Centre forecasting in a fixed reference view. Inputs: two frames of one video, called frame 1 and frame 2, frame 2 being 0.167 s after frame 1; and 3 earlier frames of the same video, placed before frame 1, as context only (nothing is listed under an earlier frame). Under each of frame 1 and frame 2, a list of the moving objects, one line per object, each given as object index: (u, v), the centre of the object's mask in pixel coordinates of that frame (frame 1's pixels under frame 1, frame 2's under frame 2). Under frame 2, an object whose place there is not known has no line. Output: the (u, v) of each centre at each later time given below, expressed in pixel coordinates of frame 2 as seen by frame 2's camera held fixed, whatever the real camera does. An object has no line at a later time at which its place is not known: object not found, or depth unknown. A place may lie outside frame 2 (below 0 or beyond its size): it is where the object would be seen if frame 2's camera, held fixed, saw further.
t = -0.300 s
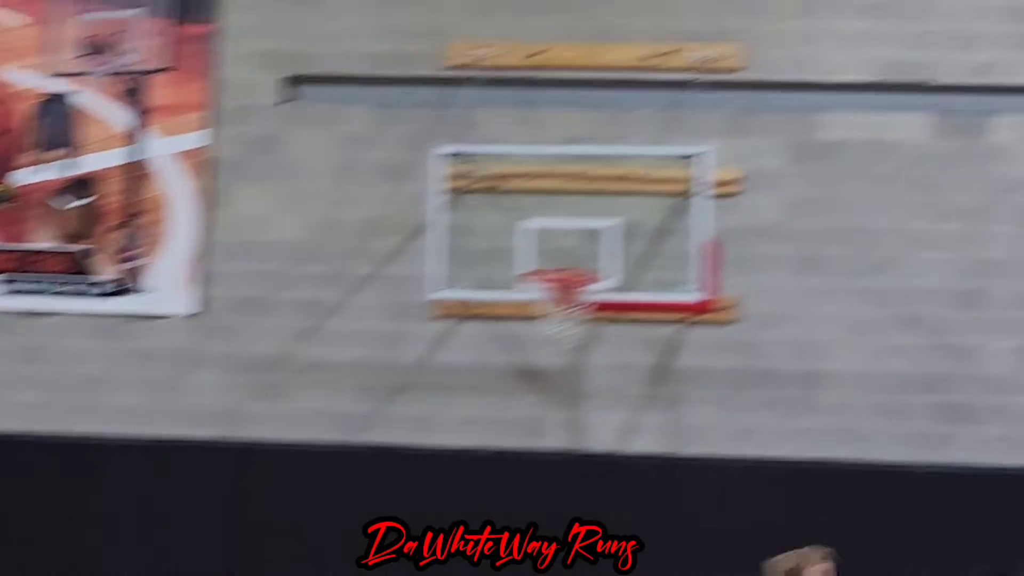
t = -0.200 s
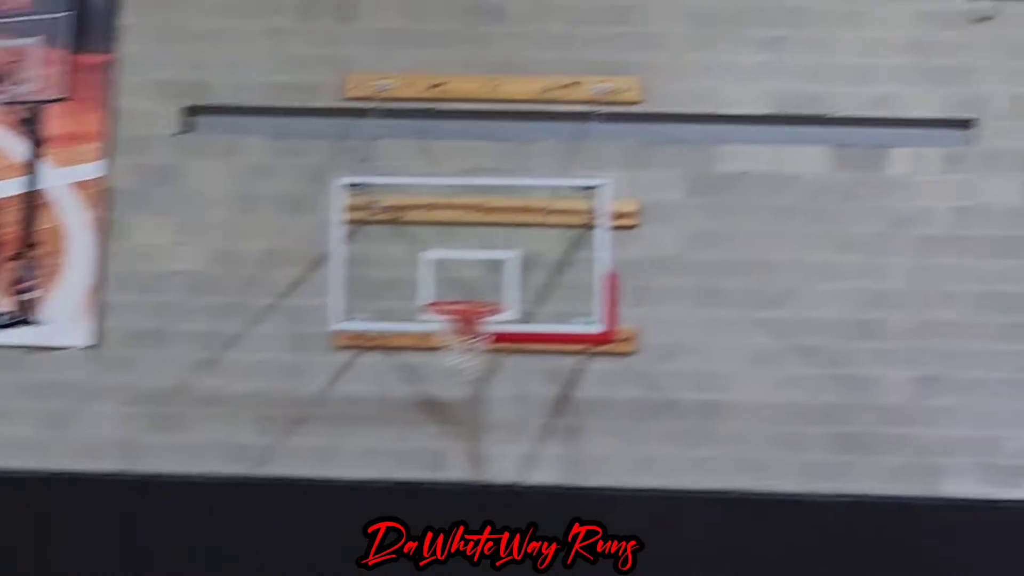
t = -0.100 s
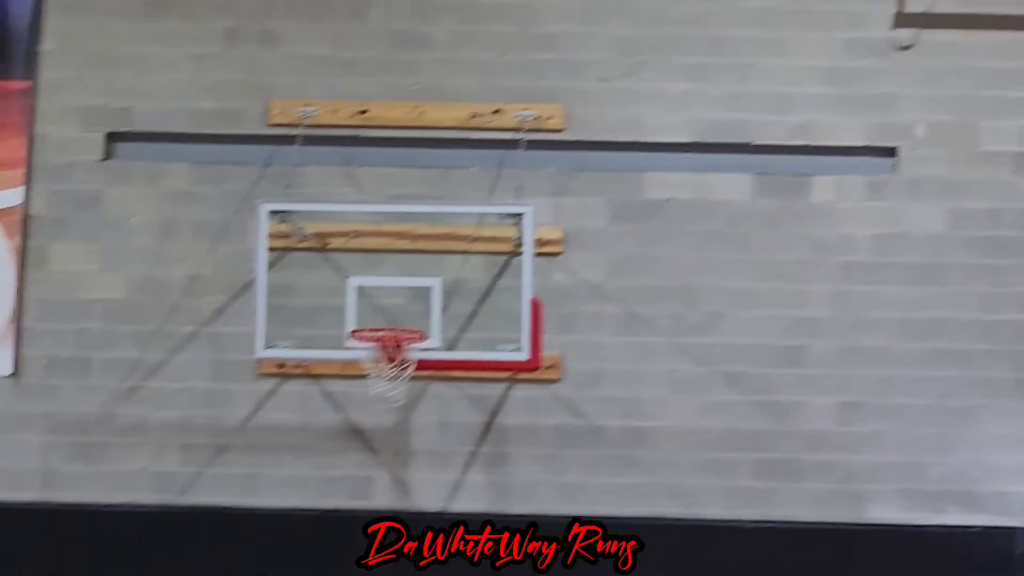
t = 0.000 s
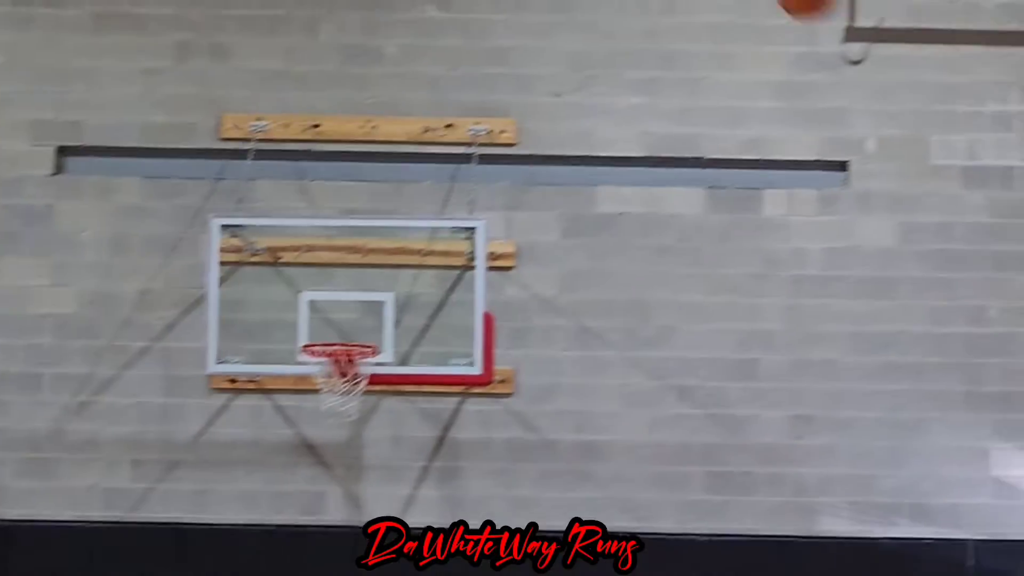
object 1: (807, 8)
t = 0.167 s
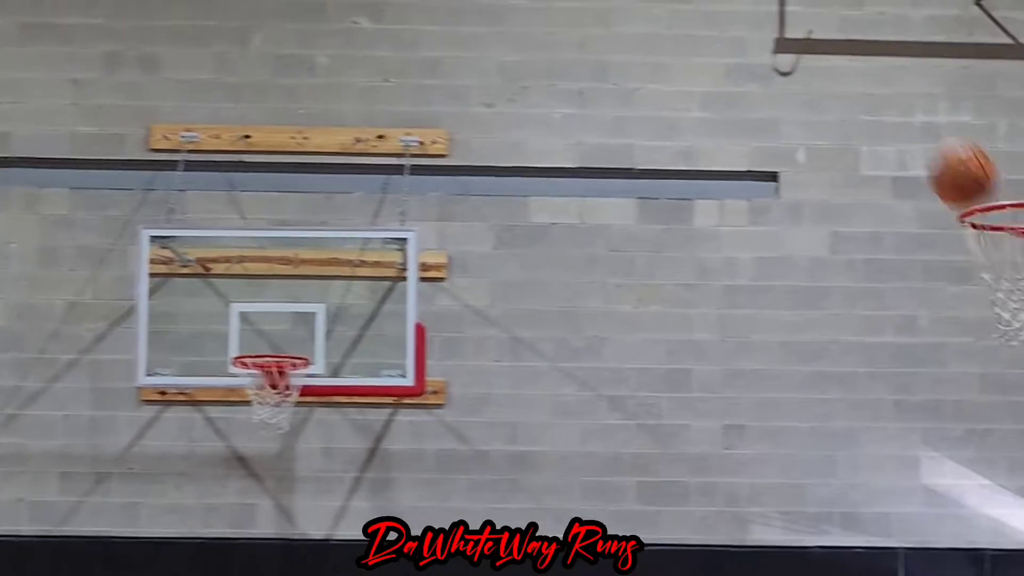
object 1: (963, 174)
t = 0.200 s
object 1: (1003, 201)
